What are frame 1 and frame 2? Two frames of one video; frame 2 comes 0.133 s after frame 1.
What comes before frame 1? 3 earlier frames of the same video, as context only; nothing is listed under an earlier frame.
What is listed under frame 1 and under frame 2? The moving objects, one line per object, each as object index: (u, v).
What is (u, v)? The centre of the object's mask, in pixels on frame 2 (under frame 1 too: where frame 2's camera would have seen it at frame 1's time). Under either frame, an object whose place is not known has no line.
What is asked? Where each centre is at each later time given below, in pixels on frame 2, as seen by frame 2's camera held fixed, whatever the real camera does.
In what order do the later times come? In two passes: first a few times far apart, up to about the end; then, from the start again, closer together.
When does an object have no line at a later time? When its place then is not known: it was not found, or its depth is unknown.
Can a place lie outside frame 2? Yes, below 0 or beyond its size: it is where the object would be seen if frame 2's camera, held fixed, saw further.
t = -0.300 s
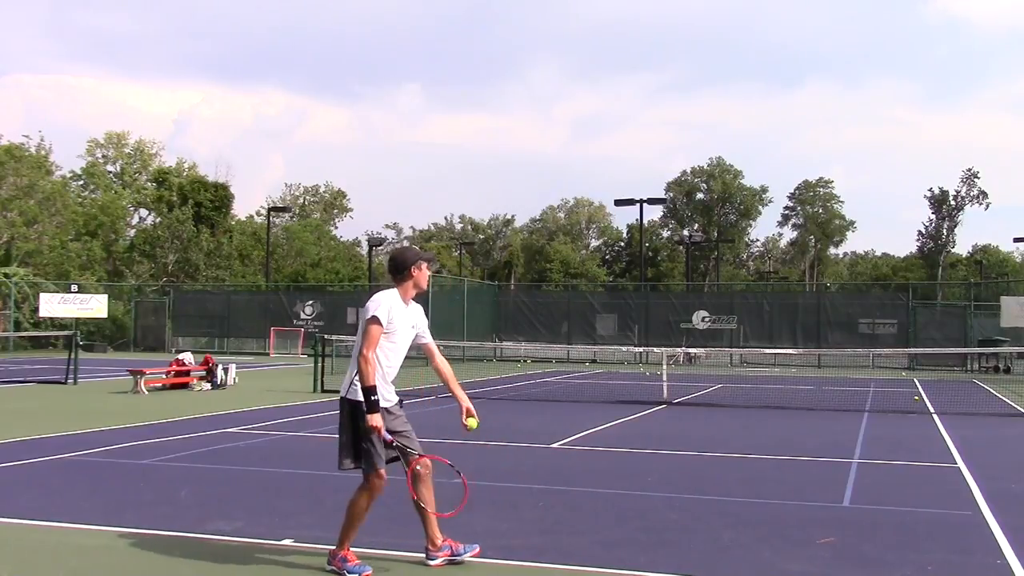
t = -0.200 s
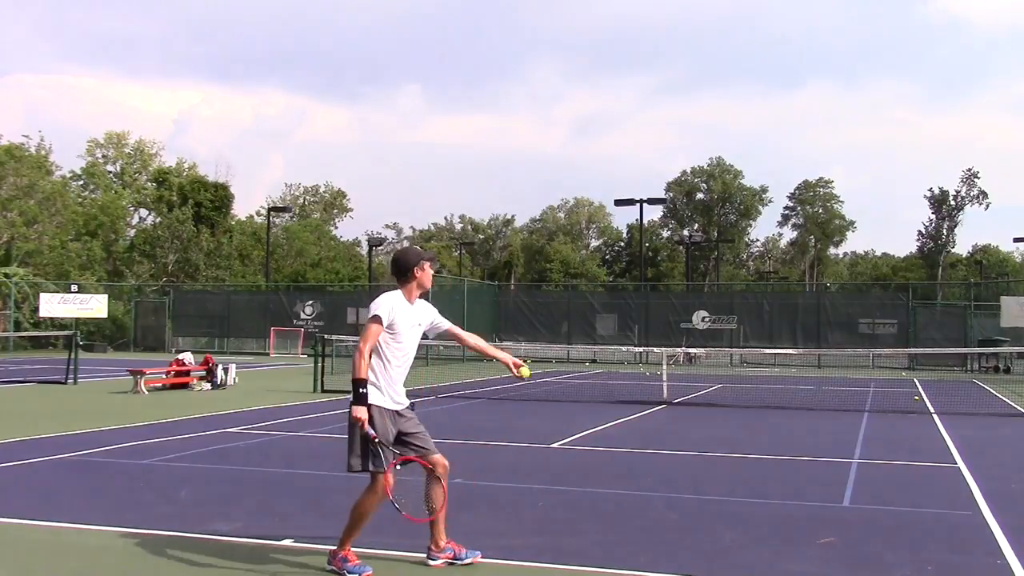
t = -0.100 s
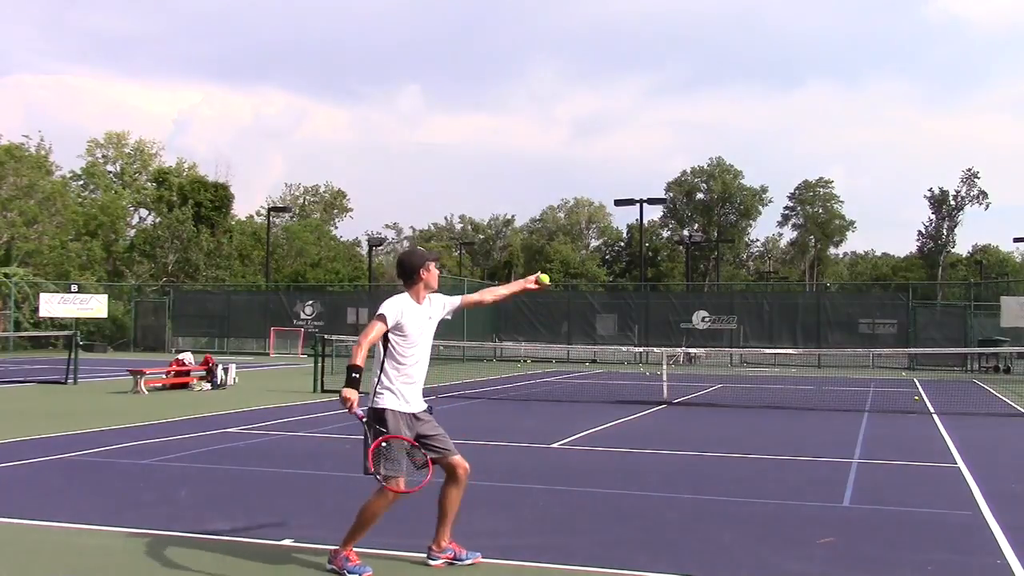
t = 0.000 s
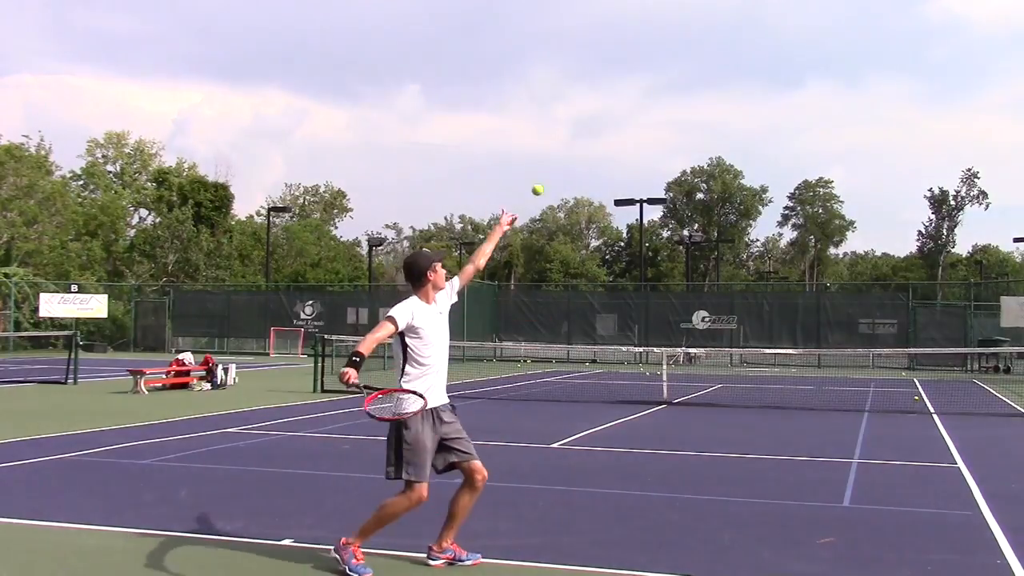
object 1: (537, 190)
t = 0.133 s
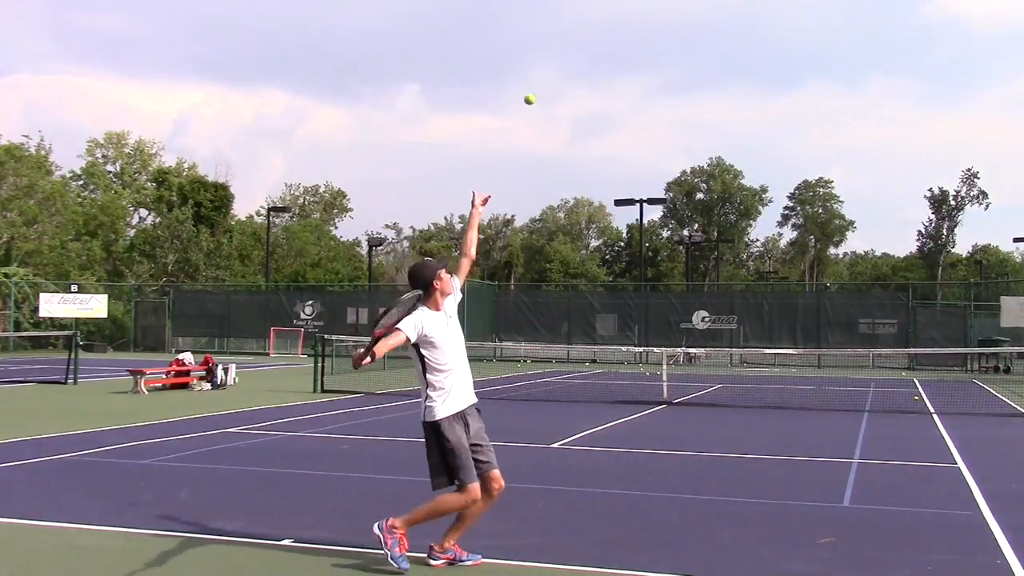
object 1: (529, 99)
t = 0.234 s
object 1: (524, 51)
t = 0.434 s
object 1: (512, 8)
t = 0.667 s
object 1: (497, 40)
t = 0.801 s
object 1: (489, 96)
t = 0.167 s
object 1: (528, 81)
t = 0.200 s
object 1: (525, 65)
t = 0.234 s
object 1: (524, 51)
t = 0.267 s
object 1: (522, 39)
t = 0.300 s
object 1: (520, 30)
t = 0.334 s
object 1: (518, 21)
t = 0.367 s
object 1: (516, 15)
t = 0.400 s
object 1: (514, 11)
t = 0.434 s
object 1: (512, 8)
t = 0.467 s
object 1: (510, 7)
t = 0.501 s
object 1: (508, 9)
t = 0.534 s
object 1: (506, 11)
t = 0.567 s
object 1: (504, 16)
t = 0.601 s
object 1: (502, 22)
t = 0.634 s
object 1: (499, 30)
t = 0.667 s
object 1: (497, 40)
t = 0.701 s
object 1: (495, 51)
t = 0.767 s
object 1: (491, 79)
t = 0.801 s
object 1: (489, 96)
